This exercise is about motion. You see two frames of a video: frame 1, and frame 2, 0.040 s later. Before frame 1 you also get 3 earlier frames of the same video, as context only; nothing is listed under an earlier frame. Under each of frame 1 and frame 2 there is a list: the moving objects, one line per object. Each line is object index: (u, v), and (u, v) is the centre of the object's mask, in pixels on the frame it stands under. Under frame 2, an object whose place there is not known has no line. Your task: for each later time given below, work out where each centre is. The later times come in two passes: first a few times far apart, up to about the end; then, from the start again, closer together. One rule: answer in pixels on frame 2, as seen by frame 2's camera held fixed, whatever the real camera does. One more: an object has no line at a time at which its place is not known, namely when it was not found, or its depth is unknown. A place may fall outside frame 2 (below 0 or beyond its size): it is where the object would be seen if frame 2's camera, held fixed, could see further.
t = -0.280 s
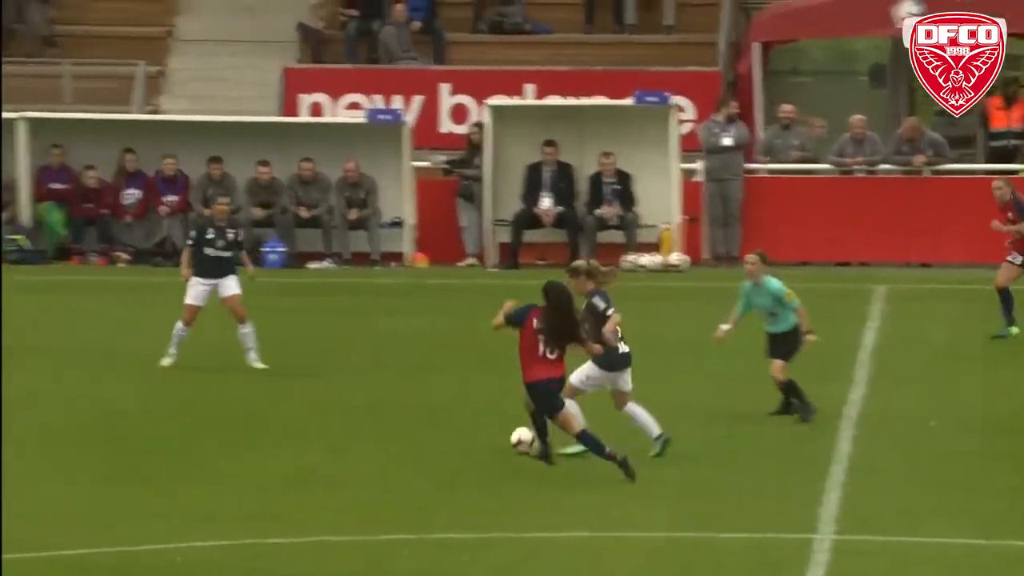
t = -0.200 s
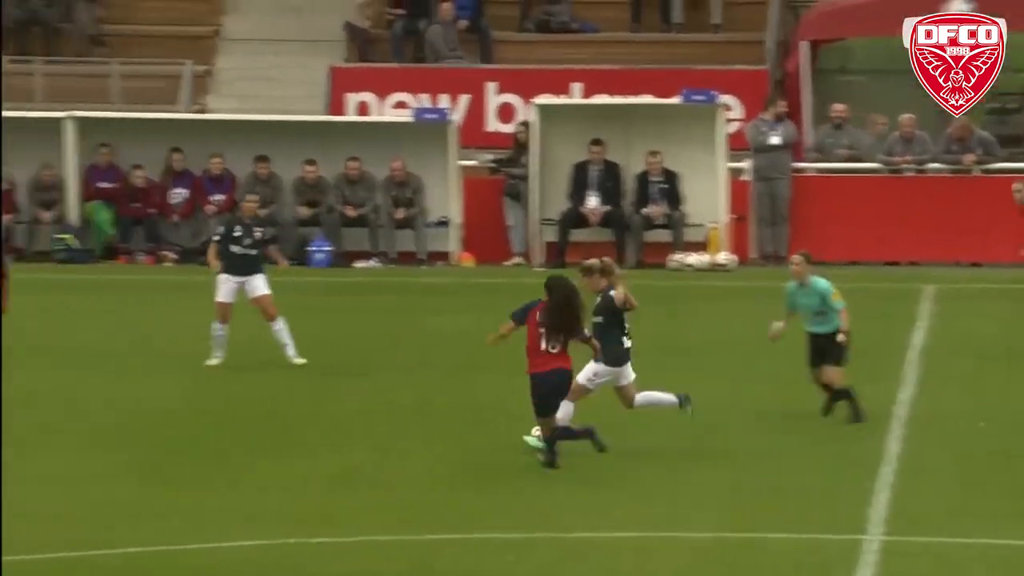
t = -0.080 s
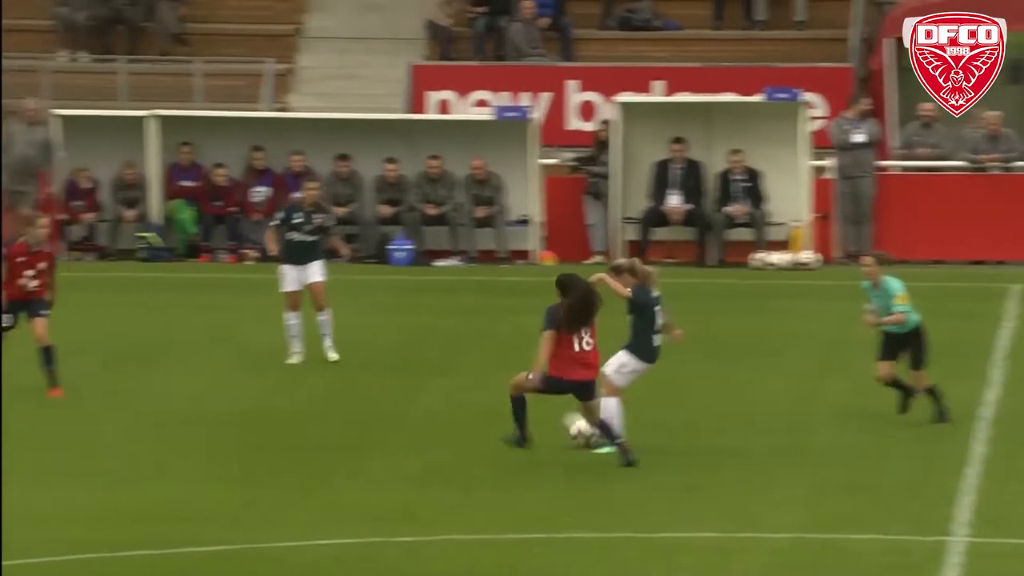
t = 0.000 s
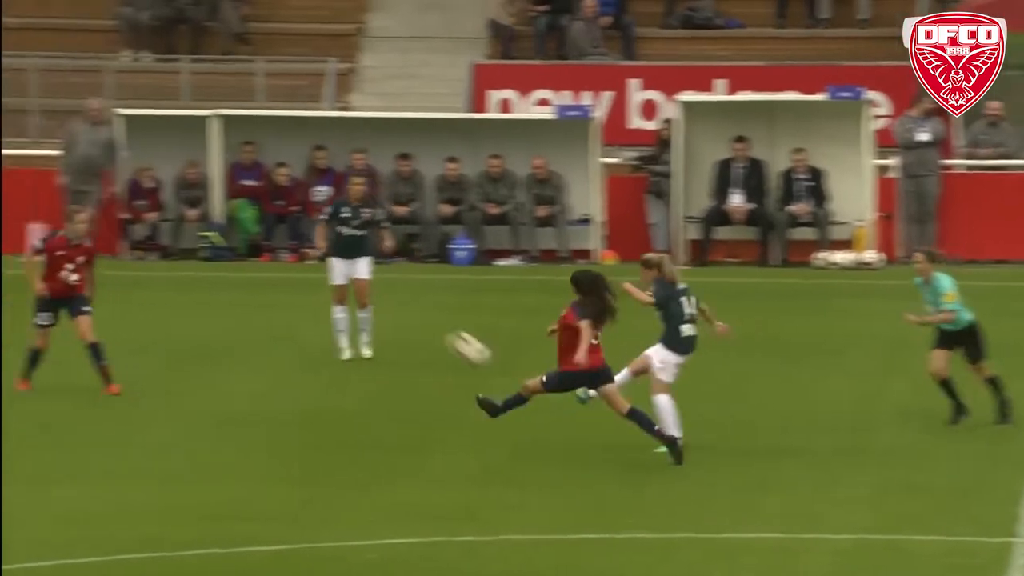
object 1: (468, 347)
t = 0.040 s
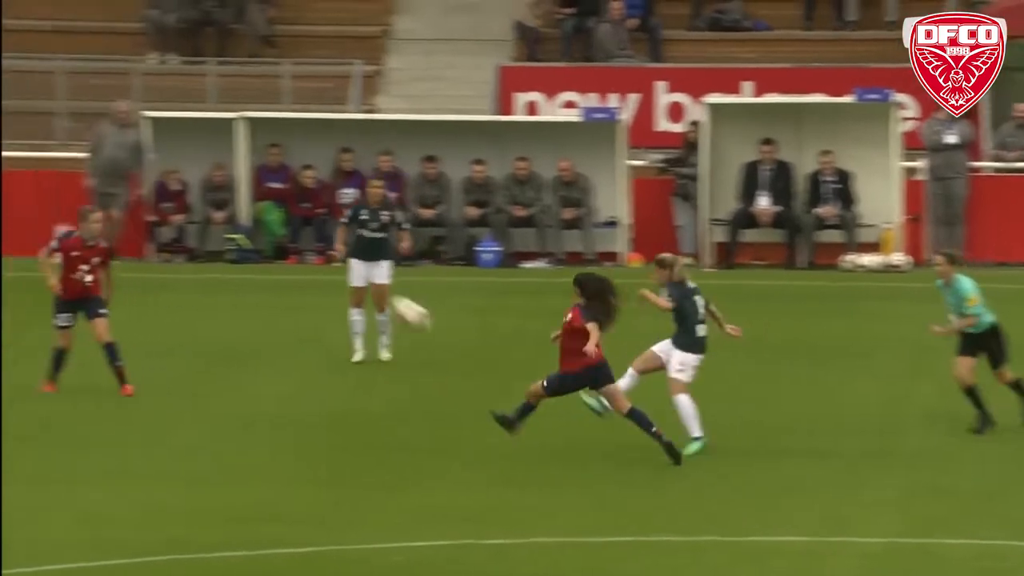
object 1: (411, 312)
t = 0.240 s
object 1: (-21, 148)
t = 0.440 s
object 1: (-492, -1)
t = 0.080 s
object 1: (321, 274)
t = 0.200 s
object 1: (70, 177)
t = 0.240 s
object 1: (-21, 148)
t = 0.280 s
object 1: (-109, 115)
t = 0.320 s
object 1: (-198, 84)
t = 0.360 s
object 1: (-292, 56)
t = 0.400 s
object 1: (-390, 27)
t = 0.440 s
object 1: (-492, -1)
